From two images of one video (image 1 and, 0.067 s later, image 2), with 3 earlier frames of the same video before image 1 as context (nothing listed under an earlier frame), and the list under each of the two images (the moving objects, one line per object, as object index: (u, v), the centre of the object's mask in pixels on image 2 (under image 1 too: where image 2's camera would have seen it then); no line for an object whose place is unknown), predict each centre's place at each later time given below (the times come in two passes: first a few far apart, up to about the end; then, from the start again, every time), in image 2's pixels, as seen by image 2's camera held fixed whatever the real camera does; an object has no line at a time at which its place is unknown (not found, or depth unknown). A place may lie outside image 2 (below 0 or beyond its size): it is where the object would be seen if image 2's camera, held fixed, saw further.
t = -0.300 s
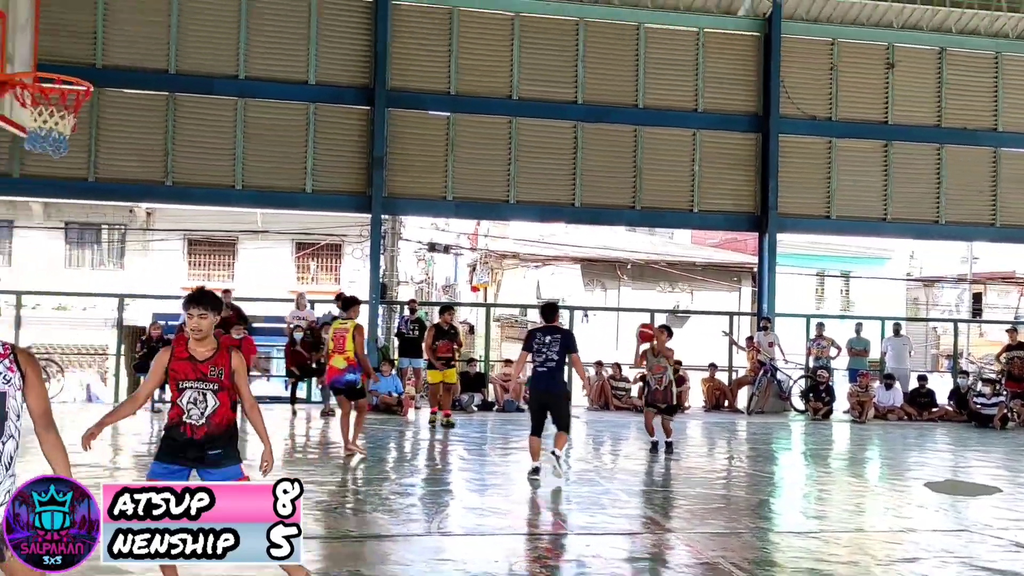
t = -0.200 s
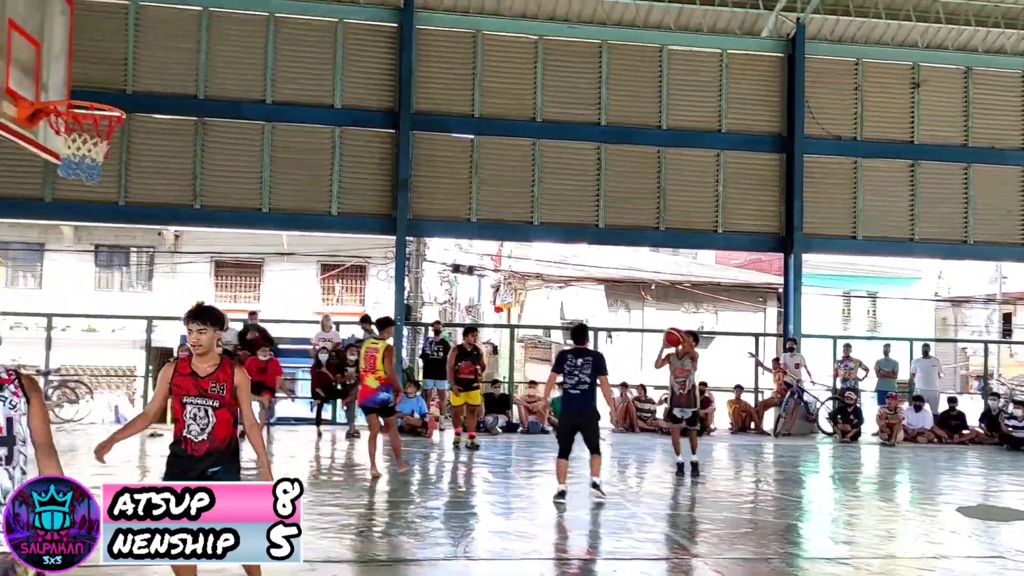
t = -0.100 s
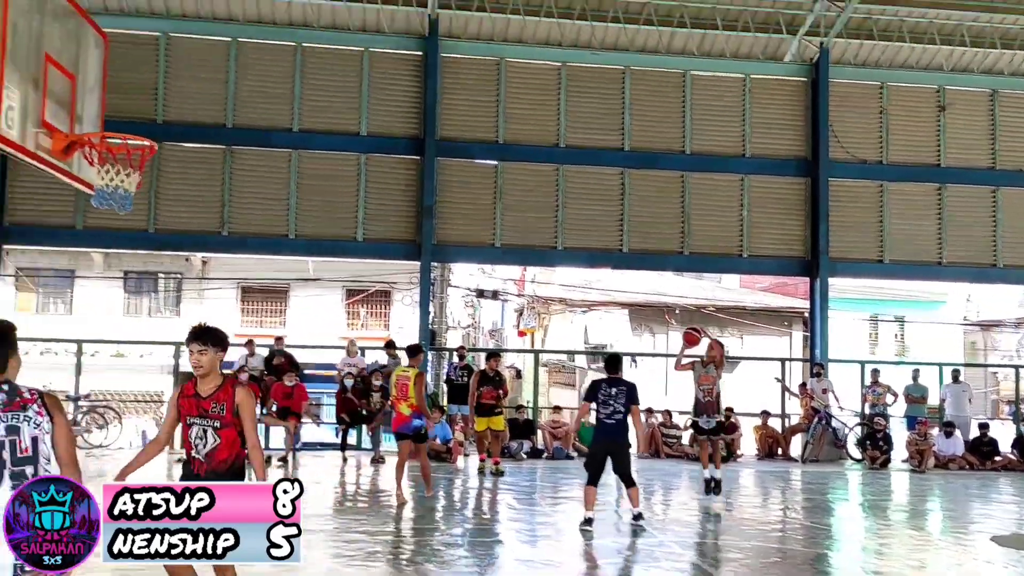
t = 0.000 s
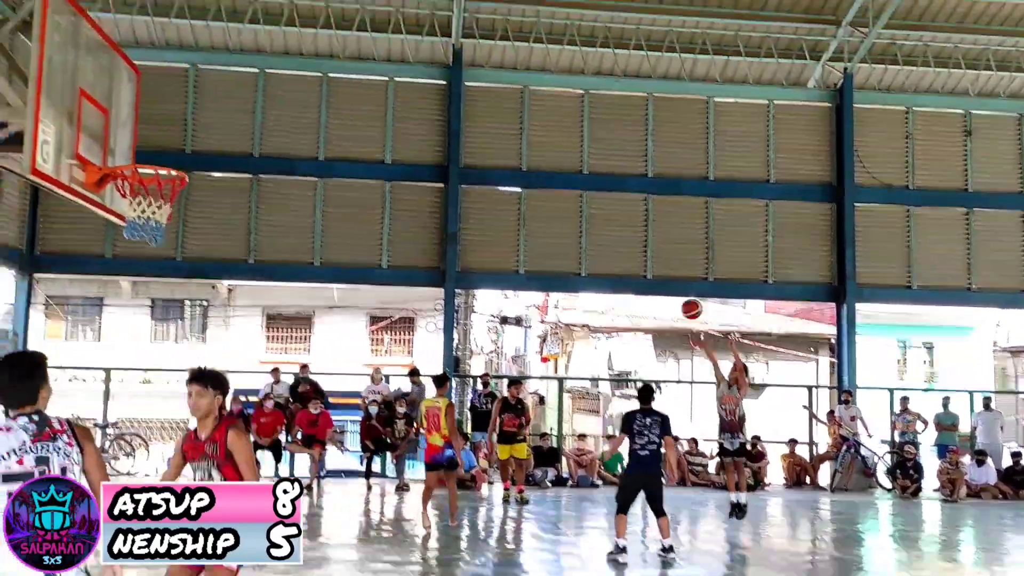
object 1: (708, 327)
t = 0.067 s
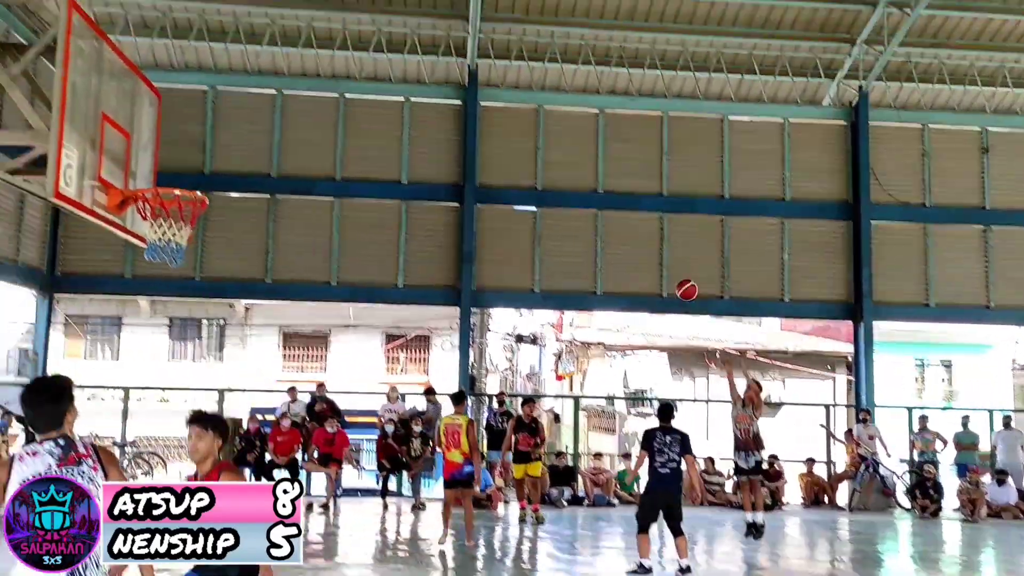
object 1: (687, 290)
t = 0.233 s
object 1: (631, 207)
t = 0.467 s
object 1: (541, 121)
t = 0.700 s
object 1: (433, 77)
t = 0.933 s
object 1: (298, 88)
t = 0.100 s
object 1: (676, 272)
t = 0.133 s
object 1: (665, 255)
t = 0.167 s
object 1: (654, 238)
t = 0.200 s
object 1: (643, 222)
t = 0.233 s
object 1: (631, 207)
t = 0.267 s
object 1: (619, 193)
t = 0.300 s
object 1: (607, 179)
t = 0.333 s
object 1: (594, 165)
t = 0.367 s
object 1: (581, 153)
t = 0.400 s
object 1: (567, 141)
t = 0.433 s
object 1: (554, 131)
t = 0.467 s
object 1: (541, 121)
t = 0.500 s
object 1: (526, 111)
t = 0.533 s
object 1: (512, 104)
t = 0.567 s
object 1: (498, 97)
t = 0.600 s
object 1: (482, 91)
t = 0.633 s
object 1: (466, 85)
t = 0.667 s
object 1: (450, 81)
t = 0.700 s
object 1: (433, 77)
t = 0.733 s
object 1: (416, 74)
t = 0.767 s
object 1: (397, 73)
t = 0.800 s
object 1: (379, 73)
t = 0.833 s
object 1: (360, 74)
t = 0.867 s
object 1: (340, 77)
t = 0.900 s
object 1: (321, 82)
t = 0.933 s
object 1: (298, 88)
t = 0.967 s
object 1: (274, 94)
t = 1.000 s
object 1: (255, 105)
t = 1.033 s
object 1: (230, 115)
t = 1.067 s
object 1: (203, 127)
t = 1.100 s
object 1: (177, 142)
